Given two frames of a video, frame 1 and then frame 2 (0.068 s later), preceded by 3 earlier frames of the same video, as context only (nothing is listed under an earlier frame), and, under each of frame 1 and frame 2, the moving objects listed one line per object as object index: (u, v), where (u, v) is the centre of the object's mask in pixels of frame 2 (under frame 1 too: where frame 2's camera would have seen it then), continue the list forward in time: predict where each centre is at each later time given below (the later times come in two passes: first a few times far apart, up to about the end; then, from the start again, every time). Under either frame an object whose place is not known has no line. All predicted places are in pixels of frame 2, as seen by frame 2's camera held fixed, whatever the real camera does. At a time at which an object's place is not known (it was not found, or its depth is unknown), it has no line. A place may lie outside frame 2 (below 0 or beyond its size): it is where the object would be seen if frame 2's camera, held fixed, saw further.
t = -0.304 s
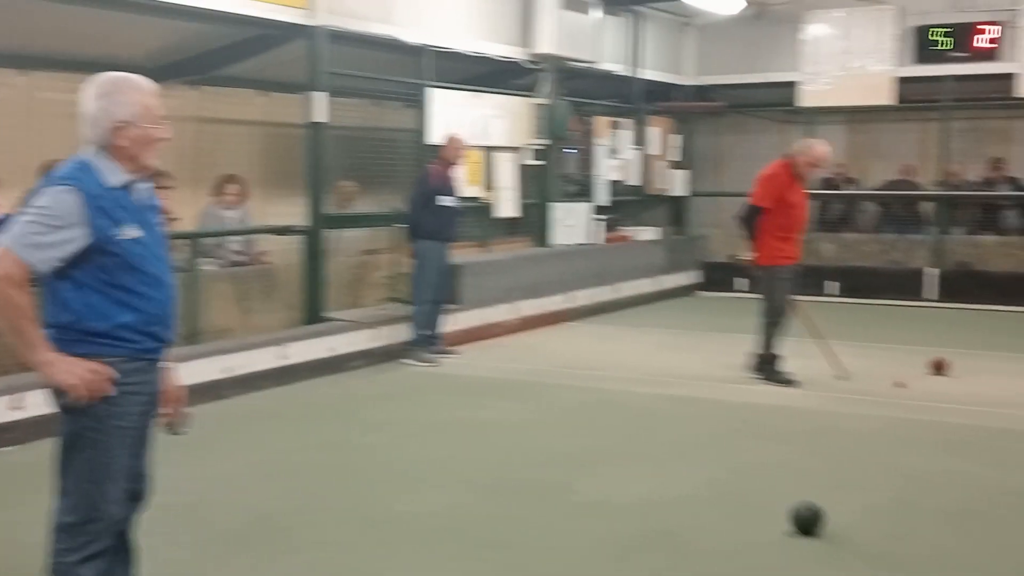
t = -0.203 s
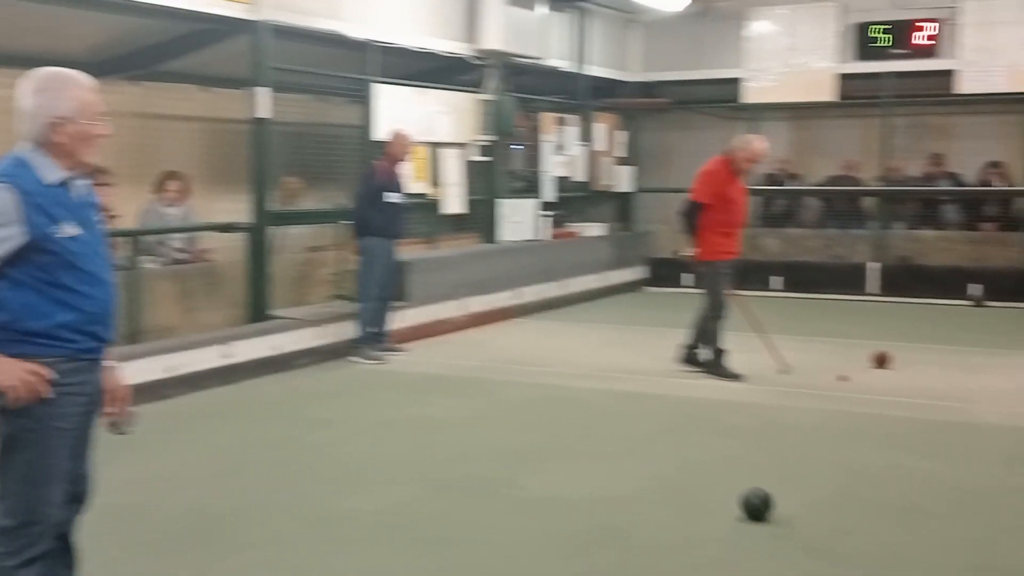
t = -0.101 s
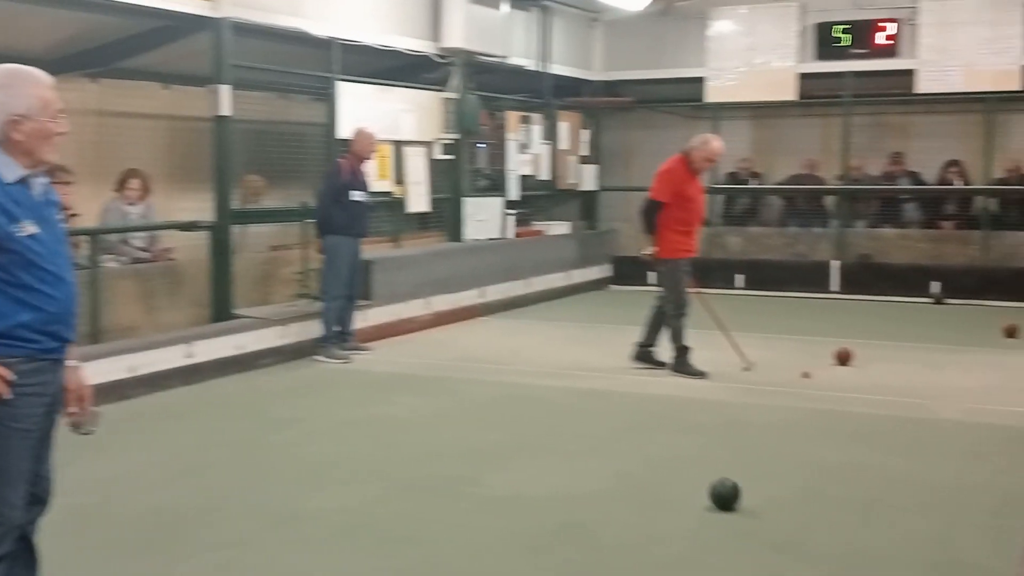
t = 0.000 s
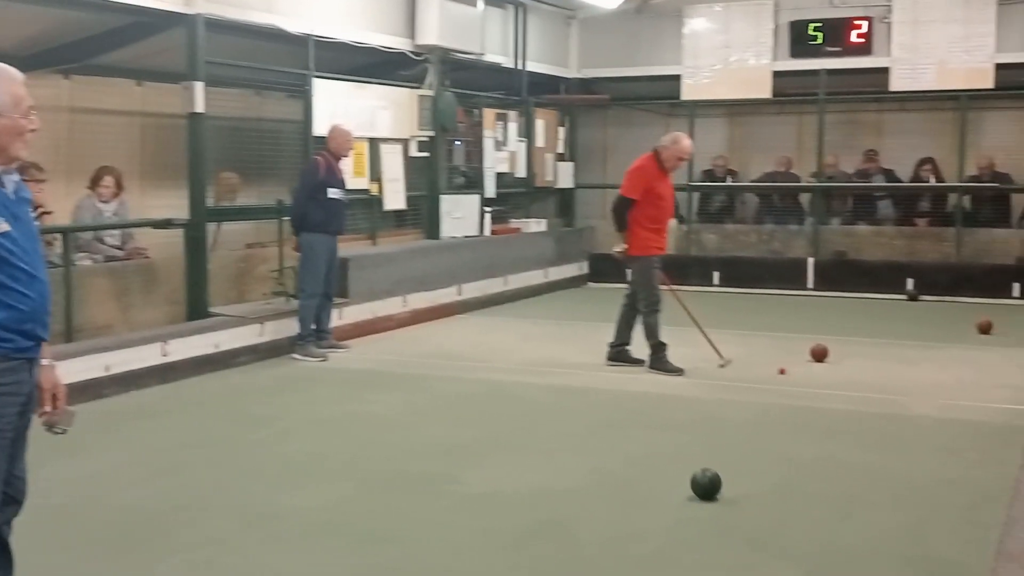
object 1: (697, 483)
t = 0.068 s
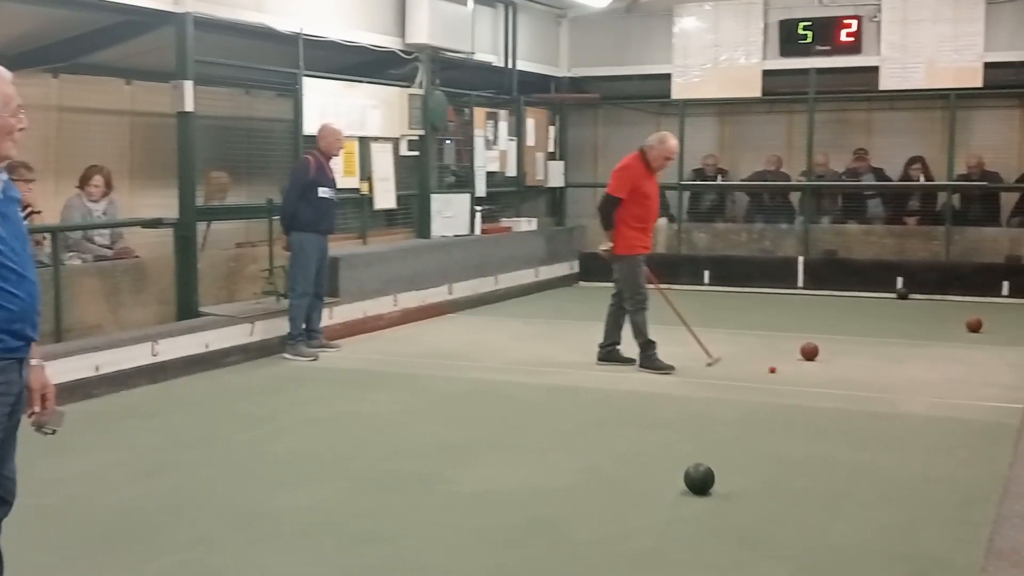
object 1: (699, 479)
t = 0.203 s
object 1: (703, 471)
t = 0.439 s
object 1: (711, 459)
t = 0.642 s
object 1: (716, 449)
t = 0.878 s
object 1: (723, 439)
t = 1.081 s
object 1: (729, 432)
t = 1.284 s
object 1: (734, 425)
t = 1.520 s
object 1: (740, 417)
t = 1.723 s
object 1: (744, 411)
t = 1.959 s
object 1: (749, 405)
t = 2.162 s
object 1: (753, 400)
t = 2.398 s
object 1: (757, 395)
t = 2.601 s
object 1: (761, 390)
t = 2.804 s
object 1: (764, 387)
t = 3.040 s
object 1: (767, 382)
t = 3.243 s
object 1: (769, 379)
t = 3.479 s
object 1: (772, 376)
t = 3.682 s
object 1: (775, 373)
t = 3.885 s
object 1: (777, 371)
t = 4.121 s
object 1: (780, 368)
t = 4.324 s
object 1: (782, 366)
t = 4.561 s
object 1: (785, 364)
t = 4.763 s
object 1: (788, 362)
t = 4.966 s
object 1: (790, 361)
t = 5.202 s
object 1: (792, 359)
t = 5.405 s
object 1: (793, 358)
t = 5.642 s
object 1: (795, 357)
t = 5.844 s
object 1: (796, 356)
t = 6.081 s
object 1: (798, 355)
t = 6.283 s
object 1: (799, 355)
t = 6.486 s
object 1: (801, 355)
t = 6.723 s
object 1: (803, 354)
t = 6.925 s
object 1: (802, 354)
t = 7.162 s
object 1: (803, 354)
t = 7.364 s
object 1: (803, 354)
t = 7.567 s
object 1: (803, 354)
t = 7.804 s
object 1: (803, 354)
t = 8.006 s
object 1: (804, 354)
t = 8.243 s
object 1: (805, 355)
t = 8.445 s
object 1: (804, 355)
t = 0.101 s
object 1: (700, 477)
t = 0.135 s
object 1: (701, 475)
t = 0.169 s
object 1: (702, 473)
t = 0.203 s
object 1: (703, 471)
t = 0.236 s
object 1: (704, 469)
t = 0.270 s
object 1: (705, 467)
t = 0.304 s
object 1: (706, 465)
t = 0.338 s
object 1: (708, 464)
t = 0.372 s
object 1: (708, 462)
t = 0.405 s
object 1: (709, 460)
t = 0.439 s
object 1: (711, 459)
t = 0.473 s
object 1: (712, 457)
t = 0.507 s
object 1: (712, 456)
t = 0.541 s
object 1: (714, 454)
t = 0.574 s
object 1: (714, 453)
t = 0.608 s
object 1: (716, 451)
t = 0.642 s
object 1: (716, 449)
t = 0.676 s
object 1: (718, 448)
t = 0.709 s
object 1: (718, 446)
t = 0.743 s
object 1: (720, 445)
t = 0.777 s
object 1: (720, 443)
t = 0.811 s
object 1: (721, 442)
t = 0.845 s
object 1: (723, 441)
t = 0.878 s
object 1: (723, 439)
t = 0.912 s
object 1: (724, 438)
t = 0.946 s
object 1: (725, 437)
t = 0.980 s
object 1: (726, 436)
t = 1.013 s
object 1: (727, 434)
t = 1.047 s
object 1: (728, 433)
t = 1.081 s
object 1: (729, 432)
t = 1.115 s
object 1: (730, 431)
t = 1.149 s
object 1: (731, 429)
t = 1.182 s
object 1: (731, 428)
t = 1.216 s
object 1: (732, 427)
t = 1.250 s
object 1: (733, 426)
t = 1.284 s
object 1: (734, 425)
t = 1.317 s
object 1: (735, 424)
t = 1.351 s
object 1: (736, 422)
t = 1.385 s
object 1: (736, 421)
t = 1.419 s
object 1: (737, 420)
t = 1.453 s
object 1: (738, 419)
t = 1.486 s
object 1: (739, 418)
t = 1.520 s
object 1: (740, 417)
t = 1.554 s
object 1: (740, 416)
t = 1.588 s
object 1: (741, 415)
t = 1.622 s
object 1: (742, 414)
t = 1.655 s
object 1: (743, 413)
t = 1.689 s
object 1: (744, 412)
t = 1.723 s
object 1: (744, 411)
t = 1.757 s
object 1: (745, 410)
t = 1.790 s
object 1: (746, 409)
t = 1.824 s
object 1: (747, 408)
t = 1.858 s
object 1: (747, 408)
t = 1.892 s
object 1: (748, 407)
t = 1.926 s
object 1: (749, 406)
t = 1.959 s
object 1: (749, 405)
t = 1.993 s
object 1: (750, 404)
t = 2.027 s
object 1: (751, 403)
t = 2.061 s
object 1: (751, 402)
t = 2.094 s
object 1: (752, 401)
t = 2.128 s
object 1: (753, 401)
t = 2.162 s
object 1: (753, 400)
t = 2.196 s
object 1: (754, 399)
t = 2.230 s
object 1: (754, 398)
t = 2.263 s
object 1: (755, 397)
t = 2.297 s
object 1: (756, 397)
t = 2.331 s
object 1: (756, 396)
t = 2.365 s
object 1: (757, 395)
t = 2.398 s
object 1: (757, 395)
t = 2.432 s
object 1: (758, 394)
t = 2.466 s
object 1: (758, 393)
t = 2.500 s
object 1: (759, 393)
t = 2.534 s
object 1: (760, 392)
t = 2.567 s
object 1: (760, 391)
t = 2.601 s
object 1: (761, 390)
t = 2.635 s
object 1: (761, 390)
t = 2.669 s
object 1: (762, 389)
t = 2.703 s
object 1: (762, 388)
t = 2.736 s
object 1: (763, 388)
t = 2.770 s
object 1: (763, 387)
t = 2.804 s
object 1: (764, 387)
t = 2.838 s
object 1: (764, 386)
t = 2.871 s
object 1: (764, 385)
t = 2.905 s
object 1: (765, 385)
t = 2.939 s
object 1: (765, 384)
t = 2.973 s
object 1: (766, 384)
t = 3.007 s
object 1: (766, 383)
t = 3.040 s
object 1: (767, 382)
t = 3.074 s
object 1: (767, 382)
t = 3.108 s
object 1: (767, 381)
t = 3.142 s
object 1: (768, 381)
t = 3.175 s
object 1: (768, 380)
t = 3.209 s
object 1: (769, 380)
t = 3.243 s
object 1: (769, 379)
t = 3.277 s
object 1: (770, 379)
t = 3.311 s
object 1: (770, 378)
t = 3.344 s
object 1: (771, 377)
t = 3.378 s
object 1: (771, 377)
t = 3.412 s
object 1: (771, 377)
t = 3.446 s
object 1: (772, 376)
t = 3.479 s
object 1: (772, 376)
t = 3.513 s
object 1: (773, 375)
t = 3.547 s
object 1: (773, 375)
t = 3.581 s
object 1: (773, 374)
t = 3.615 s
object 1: (774, 374)
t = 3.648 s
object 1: (774, 374)
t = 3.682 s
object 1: (775, 373)
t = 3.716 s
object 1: (775, 373)
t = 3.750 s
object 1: (775, 372)
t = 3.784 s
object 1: (776, 372)
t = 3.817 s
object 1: (776, 371)
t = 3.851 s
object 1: (777, 371)
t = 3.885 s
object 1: (777, 371)
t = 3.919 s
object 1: (777, 370)
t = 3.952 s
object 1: (778, 370)
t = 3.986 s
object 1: (778, 369)
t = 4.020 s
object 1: (779, 369)
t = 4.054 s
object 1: (779, 369)
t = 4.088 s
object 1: (779, 368)
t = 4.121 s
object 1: (780, 368)
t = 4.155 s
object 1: (780, 368)
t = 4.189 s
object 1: (781, 367)
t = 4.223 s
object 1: (781, 367)
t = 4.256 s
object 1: (781, 367)
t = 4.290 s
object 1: (782, 366)
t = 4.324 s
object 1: (782, 366)
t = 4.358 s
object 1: (783, 366)
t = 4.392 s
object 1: (783, 365)
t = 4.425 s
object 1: (784, 365)
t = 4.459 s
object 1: (784, 365)
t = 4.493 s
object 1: (784, 364)
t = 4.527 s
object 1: (785, 364)
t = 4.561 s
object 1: (785, 364)
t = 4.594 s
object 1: (786, 364)
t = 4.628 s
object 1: (786, 363)
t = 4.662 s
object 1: (787, 363)
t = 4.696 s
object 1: (787, 363)
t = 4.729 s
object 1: (787, 362)
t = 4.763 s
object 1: (788, 362)
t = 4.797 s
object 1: (788, 362)
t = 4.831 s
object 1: (789, 362)
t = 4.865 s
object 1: (789, 361)
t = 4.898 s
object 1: (789, 361)
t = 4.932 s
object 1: (790, 361)
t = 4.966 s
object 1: (790, 361)
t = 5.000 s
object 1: (790, 360)
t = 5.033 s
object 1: (791, 360)
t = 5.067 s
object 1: (791, 360)
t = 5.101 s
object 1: (791, 360)
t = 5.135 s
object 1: (792, 360)
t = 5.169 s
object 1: (792, 359)
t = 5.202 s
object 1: (792, 359)
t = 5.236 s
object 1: (793, 359)
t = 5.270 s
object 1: (793, 359)
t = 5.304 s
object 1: (793, 358)
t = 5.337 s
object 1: (793, 358)
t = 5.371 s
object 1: (793, 358)
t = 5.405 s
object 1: (793, 358)
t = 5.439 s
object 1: (794, 358)
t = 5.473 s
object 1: (794, 358)
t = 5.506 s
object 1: (794, 357)
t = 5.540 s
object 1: (794, 357)
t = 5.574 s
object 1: (795, 357)
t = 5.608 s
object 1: (795, 357)
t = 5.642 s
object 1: (795, 357)
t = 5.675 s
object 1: (795, 356)
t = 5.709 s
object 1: (795, 356)
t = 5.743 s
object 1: (795, 356)
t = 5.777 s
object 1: (796, 356)
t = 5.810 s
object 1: (796, 356)
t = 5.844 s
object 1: (796, 356)
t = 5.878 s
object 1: (797, 356)
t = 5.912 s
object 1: (797, 356)
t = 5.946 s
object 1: (797, 356)
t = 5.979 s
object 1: (797, 356)
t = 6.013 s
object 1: (798, 356)
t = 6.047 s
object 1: (798, 355)
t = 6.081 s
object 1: (798, 355)
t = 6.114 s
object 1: (798, 355)
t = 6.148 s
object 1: (798, 355)
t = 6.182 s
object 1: (799, 355)
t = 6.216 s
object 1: (799, 355)
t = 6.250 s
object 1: (799, 355)
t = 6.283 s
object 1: (799, 355)
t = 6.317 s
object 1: (800, 355)
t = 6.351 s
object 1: (800, 355)
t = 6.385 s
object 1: (800, 355)
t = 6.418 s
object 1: (800, 355)
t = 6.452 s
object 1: (801, 355)
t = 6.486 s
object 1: (801, 355)
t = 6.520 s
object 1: (801, 355)
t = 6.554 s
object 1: (802, 354)
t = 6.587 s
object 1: (802, 354)
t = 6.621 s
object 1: (802, 354)
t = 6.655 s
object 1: (802, 354)
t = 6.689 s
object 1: (803, 354)
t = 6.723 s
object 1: (803, 354)
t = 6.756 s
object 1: (803, 354)
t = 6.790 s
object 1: (803, 354)
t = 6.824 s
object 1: (803, 354)
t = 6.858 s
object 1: (803, 354)
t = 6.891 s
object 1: (803, 354)
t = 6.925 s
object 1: (802, 354)
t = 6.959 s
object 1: (803, 354)
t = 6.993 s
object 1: (803, 354)
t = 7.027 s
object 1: (804, 354)
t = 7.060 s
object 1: (803, 354)
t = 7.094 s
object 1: (803, 354)
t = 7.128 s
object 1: (803, 354)
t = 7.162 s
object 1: (803, 354)
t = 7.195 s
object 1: (803, 354)
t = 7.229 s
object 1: (802, 354)
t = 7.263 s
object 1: (803, 354)
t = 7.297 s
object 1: (802, 354)
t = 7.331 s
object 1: (803, 354)
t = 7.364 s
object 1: (803, 354)
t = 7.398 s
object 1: (803, 354)
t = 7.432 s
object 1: (802, 354)
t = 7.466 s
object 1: (803, 354)
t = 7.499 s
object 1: (803, 354)
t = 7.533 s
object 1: (803, 354)
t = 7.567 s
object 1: (803, 354)
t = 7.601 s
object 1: (803, 354)
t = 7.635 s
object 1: (803, 354)
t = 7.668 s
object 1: (803, 354)
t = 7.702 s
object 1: (803, 354)
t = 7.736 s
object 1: (803, 354)
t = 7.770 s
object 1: (803, 354)
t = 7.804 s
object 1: (803, 354)
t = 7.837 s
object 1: (803, 354)
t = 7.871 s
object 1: (805, 354)
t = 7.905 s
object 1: (805, 354)
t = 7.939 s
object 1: (804, 354)
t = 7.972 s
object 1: (803, 354)
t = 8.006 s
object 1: (804, 354)
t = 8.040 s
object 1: (804, 354)
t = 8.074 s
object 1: (804, 355)
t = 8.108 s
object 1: (804, 355)
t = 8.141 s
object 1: (804, 355)
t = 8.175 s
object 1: (805, 355)
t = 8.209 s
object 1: (805, 355)
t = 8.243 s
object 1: (805, 355)
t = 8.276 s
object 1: (804, 355)
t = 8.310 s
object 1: (804, 355)
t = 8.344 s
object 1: (805, 354)
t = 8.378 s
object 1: (804, 354)
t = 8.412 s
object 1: (803, 353)
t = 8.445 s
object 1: (804, 355)
